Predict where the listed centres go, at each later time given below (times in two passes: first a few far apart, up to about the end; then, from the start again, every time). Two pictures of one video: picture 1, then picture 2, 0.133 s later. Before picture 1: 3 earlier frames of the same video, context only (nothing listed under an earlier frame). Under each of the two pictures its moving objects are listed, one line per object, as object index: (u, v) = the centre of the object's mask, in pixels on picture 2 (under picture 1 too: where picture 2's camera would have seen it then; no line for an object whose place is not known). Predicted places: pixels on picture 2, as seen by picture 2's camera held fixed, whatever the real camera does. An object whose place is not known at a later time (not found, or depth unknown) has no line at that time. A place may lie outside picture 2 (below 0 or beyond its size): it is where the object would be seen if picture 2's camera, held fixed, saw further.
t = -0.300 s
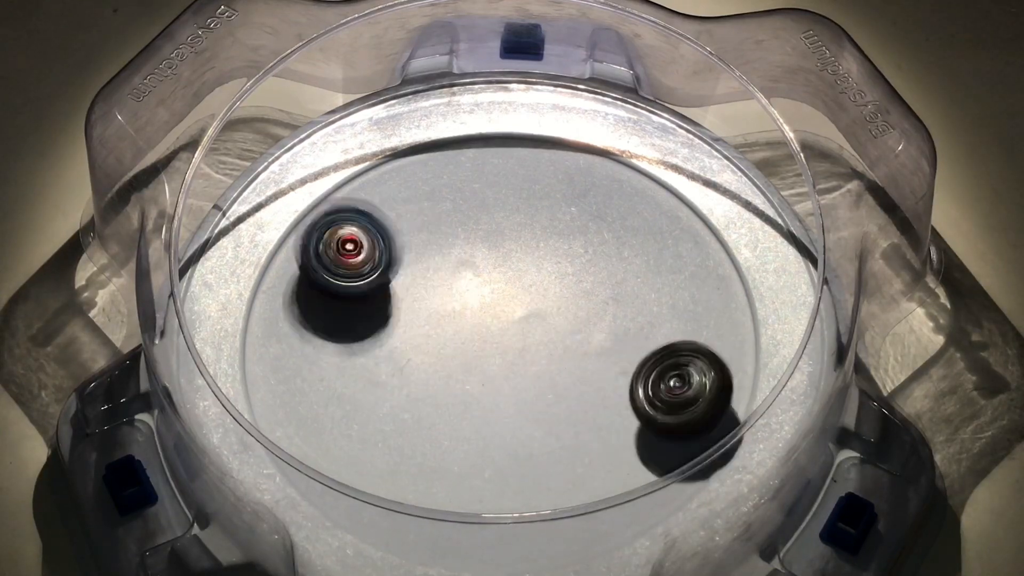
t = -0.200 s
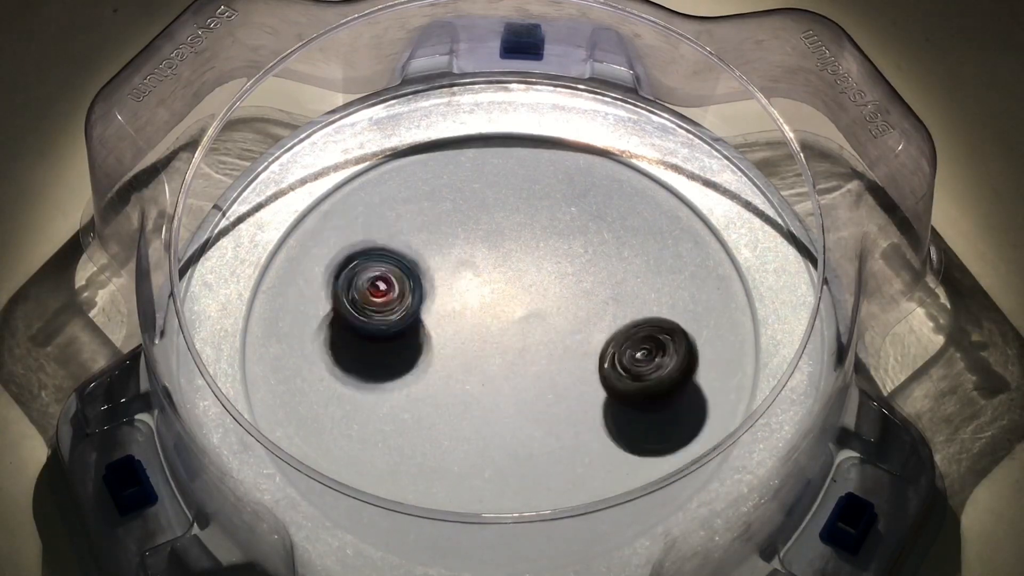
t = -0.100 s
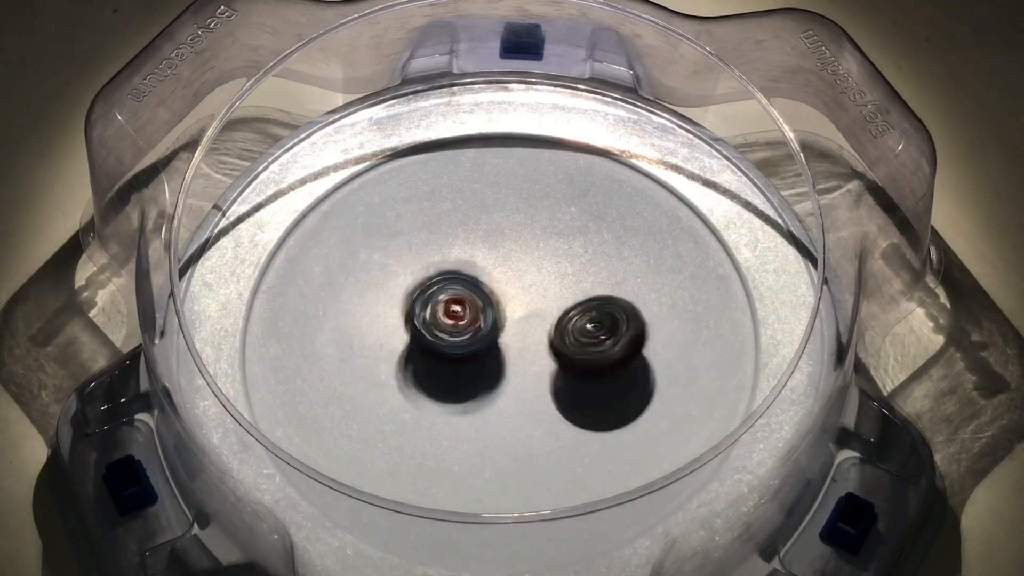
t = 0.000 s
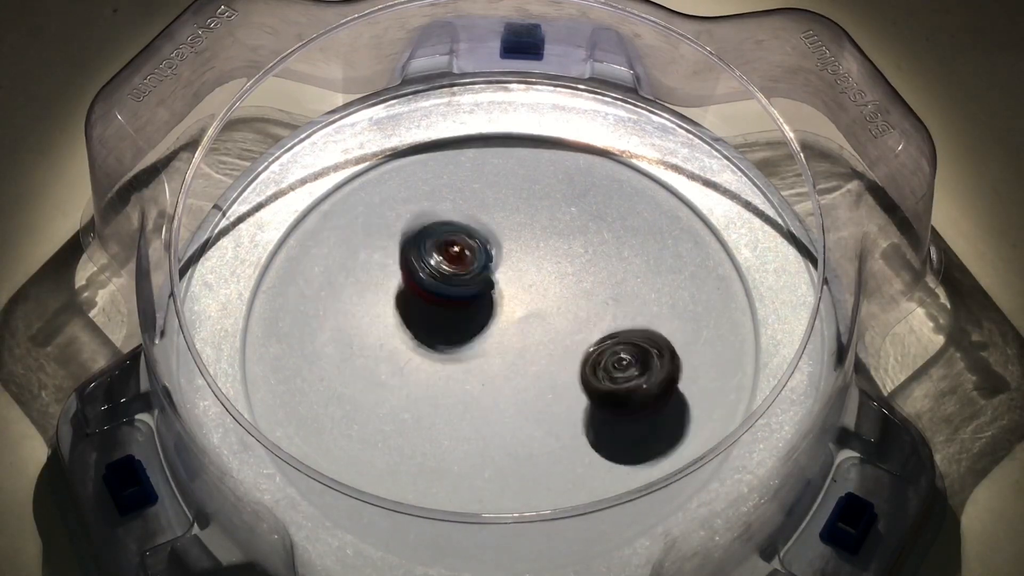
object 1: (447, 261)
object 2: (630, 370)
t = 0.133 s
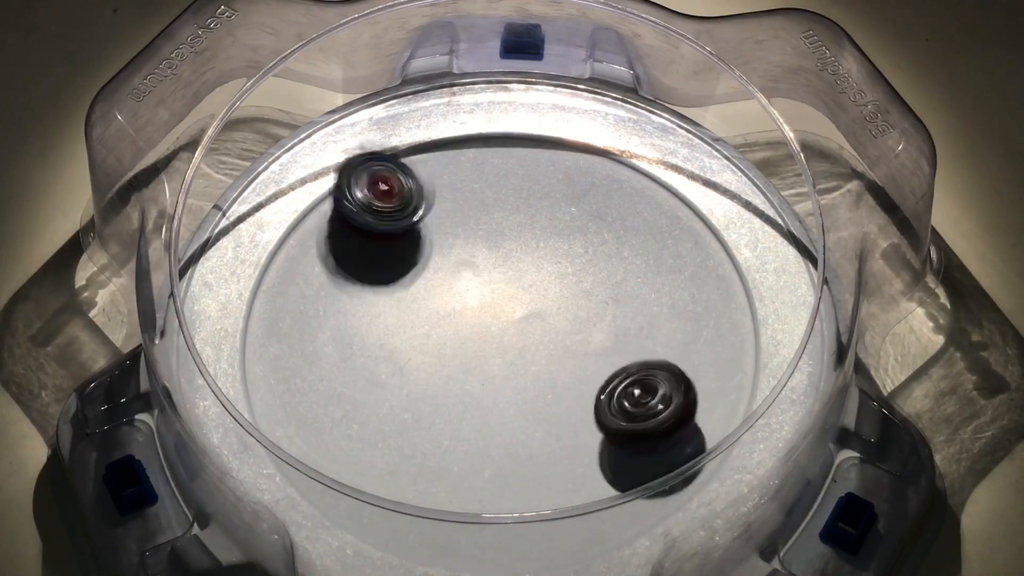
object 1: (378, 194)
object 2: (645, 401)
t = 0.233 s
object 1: (339, 178)
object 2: (622, 399)
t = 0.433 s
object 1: (385, 259)
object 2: (535, 373)
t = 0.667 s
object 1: (486, 139)
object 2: (442, 499)
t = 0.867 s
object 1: (516, 186)
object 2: (448, 484)
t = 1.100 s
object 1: (565, 326)
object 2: (454, 381)
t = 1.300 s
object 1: (580, 421)
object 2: (474, 286)
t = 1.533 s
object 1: (500, 478)
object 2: (527, 238)
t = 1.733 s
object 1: (398, 457)
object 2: (552, 265)
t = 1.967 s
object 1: (359, 355)
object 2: (546, 346)
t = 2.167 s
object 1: (413, 275)
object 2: (492, 392)
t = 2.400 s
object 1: (528, 250)
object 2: (437, 380)
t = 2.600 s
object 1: (607, 298)
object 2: (431, 333)
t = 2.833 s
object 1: (603, 392)
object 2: (478, 292)
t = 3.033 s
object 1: (515, 437)
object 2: (524, 298)
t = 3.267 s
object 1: (413, 392)
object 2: (540, 340)
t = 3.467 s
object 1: (400, 313)
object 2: (508, 368)
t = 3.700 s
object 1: (476, 252)
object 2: (460, 356)
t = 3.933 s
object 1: (570, 276)
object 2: (459, 314)
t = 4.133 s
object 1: (594, 349)
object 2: (495, 301)
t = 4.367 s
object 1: (525, 415)
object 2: (519, 316)
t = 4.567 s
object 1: (409, 424)
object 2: (546, 307)
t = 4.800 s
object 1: (389, 339)
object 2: (542, 302)
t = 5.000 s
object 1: (420, 268)
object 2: (533, 296)
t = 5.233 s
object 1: (465, 235)
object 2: (530, 315)
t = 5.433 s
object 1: (500, 248)
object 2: (511, 331)
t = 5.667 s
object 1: (506, 254)
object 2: (469, 319)
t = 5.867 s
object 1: (508, 253)
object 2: (463, 317)
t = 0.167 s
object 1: (362, 185)
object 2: (638, 402)
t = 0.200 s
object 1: (348, 180)
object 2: (629, 401)
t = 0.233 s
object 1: (339, 178)
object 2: (622, 399)
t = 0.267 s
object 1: (340, 194)
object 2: (611, 396)
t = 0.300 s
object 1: (345, 208)
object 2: (599, 393)
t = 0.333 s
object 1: (350, 223)
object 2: (587, 386)
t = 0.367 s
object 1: (358, 237)
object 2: (571, 382)
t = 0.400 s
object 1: (369, 250)
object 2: (553, 376)
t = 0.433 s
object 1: (385, 259)
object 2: (535, 373)
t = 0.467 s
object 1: (402, 266)
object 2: (515, 366)
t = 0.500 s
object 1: (422, 271)
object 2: (496, 360)
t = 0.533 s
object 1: (444, 261)
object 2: (481, 369)
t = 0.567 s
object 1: (457, 220)
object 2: (467, 410)
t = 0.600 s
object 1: (469, 185)
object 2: (458, 449)
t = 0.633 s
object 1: (479, 161)
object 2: (451, 477)
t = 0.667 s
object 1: (486, 139)
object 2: (442, 499)
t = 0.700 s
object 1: (493, 129)
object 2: (436, 515)
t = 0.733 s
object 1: (498, 132)
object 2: (434, 520)
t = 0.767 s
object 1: (504, 142)
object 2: (437, 517)
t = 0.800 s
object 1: (507, 156)
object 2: (437, 509)
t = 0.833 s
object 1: (511, 169)
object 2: (440, 499)
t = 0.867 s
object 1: (516, 186)
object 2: (448, 484)
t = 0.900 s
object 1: (524, 205)
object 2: (449, 477)
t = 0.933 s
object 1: (531, 224)
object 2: (452, 465)
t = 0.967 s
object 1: (538, 246)
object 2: (455, 454)
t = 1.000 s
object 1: (544, 267)
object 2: (454, 438)
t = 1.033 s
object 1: (551, 288)
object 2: (455, 423)
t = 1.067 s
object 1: (558, 310)
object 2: (455, 402)
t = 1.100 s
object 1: (565, 326)
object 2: (454, 381)
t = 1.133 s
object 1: (571, 346)
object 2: (457, 367)
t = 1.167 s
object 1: (577, 362)
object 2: (458, 349)
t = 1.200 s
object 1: (579, 378)
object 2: (460, 331)
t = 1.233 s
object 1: (583, 393)
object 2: (465, 317)
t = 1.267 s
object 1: (582, 407)
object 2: (470, 301)
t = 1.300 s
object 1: (580, 421)
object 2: (474, 286)
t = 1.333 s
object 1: (574, 435)
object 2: (482, 274)
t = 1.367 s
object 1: (567, 446)
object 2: (489, 262)
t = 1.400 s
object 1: (558, 457)
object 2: (495, 253)
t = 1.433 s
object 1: (546, 467)
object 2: (506, 247)
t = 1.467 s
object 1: (532, 472)
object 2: (512, 239)
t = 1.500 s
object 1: (517, 476)
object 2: (519, 239)
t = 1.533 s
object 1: (500, 478)
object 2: (527, 238)
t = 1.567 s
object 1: (483, 479)
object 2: (530, 238)
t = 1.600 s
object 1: (465, 478)
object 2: (536, 244)
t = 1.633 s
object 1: (447, 475)
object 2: (542, 245)
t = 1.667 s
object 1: (429, 470)
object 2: (545, 252)
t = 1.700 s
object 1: (412, 464)
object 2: (550, 260)
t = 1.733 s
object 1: (398, 457)
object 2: (552, 265)
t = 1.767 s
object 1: (385, 446)
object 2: (553, 276)
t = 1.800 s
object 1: (374, 432)
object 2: (557, 285)
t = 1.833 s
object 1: (367, 417)
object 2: (555, 298)
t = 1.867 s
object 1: (361, 402)
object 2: (554, 310)
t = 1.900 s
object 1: (358, 387)
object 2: (553, 322)
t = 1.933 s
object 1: (358, 371)
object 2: (548, 336)
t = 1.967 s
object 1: (359, 355)
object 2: (546, 346)
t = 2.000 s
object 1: (364, 340)
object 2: (537, 357)
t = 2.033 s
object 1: (370, 325)
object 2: (529, 364)
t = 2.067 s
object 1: (378, 310)
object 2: (522, 373)
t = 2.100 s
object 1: (389, 299)
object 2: (511, 383)
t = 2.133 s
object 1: (401, 286)
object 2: (504, 389)
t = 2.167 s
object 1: (413, 275)
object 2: (492, 392)
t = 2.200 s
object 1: (427, 269)
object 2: (482, 396)
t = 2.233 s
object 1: (443, 259)
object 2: (473, 396)
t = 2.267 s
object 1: (461, 256)
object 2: (462, 395)
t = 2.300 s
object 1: (479, 252)
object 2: (457, 394)
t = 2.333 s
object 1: (494, 249)
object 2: (448, 384)
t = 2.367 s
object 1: (511, 249)
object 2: (442, 386)
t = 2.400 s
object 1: (528, 250)
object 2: (437, 380)
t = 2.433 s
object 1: (543, 255)
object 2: (432, 374)
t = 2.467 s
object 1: (559, 260)
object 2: (431, 367)
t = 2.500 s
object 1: (573, 268)
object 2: (428, 359)
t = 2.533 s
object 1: (585, 277)
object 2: (430, 351)
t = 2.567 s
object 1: (597, 287)
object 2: (429, 339)
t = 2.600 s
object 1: (607, 298)
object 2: (431, 333)
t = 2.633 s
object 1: (613, 312)
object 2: (435, 323)
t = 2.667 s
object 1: (618, 323)
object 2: (439, 316)
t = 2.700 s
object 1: (618, 339)
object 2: (447, 310)
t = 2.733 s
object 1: (619, 353)
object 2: (451, 304)
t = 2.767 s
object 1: (618, 367)
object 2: (462, 301)
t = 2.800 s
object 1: (611, 380)
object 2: (469, 294)
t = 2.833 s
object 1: (603, 392)
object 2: (478, 292)
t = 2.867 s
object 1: (593, 404)
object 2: (488, 289)
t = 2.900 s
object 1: (581, 414)
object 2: (496, 290)
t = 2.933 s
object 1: (567, 422)
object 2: (505, 288)
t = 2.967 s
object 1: (551, 429)
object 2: (512, 291)
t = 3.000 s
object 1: (533, 433)
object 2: (521, 294)
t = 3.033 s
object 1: (515, 437)
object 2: (524, 298)
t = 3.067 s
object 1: (499, 437)
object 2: (532, 303)
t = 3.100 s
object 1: (482, 434)
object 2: (535, 305)
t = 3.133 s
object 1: (465, 429)
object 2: (538, 314)
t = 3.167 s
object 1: (449, 422)
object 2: (542, 320)
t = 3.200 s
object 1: (435, 413)
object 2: (542, 326)
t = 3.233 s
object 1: (423, 404)
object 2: (543, 332)
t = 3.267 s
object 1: (413, 392)
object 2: (540, 340)
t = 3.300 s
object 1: (404, 379)
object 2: (539, 344)
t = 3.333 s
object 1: (400, 367)
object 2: (533, 352)
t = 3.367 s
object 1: (396, 354)
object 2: (531, 356)
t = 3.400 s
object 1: (396, 341)
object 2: (523, 362)
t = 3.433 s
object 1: (397, 326)
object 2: (518, 365)
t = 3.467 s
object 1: (400, 313)
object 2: (508, 368)
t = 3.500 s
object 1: (407, 299)
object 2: (502, 370)
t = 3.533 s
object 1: (414, 287)
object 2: (493, 368)
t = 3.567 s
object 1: (424, 279)
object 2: (485, 369)
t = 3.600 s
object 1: (435, 268)
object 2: (478, 367)
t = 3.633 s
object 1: (449, 261)
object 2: (470, 364)
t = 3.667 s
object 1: (463, 254)
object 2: (465, 361)
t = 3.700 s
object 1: (476, 252)
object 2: (460, 356)
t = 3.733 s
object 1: (491, 250)
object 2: (456, 350)
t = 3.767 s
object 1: (506, 249)
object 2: (452, 345)
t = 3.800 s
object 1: (520, 251)
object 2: (452, 337)
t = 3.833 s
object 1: (534, 254)
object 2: (451, 333)
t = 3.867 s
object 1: (547, 262)
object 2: (453, 325)
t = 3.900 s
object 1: (560, 268)
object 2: (455, 321)
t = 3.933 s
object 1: (570, 276)
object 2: (459, 314)
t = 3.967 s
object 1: (579, 289)
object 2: (463, 312)
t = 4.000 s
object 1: (586, 299)
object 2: (470, 306)
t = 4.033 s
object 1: (592, 311)
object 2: (474, 304)
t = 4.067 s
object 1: (593, 326)
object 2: (482, 301)
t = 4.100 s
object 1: (596, 338)
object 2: (487, 302)
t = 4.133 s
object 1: (594, 349)
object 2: (495, 301)
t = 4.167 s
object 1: (590, 361)
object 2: (500, 304)
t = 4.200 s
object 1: (583, 373)
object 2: (507, 305)
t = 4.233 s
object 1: (575, 387)
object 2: (510, 306)
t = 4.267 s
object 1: (566, 397)
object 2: (514, 307)
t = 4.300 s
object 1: (553, 406)
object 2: (516, 309)
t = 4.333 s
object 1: (540, 412)
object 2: (519, 313)
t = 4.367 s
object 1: (525, 415)
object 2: (519, 316)
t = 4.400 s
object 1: (512, 418)
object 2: (519, 321)
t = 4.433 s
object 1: (495, 420)
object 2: (518, 324)
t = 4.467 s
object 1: (481, 418)
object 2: (518, 327)
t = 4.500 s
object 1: (454, 422)
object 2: (527, 321)
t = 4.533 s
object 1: (429, 425)
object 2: (538, 308)
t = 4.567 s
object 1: (409, 424)
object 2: (546, 307)
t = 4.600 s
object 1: (395, 418)
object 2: (546, 306)
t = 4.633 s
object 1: (387, 409)
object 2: (547, 305)
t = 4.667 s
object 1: (383, 397)
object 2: (543, 307)
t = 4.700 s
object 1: (382, 385)
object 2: (541, 303)
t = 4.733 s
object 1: (383, 373)
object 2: (541, 299)
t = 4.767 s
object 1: (385, 354)
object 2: (543, 299)
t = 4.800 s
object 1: (389, 339)
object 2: (542, 302)
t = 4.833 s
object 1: (393, 325)
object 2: (537, 299)
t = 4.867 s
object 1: (397, 309)
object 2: (538, 298)
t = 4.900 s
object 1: (403, 296)
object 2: (536, 297)
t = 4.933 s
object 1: (409, 286)
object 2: (537, 295)
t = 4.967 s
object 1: (412, 273)
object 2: (534, 295)
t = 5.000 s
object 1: (420, 268)
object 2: (533, 296)
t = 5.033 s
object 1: (425, 258)
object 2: (530, 297)
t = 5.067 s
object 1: (432, 255)
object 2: (527, 293)
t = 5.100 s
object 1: (440, 253)
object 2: (531, 290)
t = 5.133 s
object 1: (446, 247)
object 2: (532, 302)
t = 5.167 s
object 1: (451, 241)
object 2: (535, 308)
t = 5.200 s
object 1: (458, 237)
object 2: (534, 314)
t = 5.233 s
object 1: (465, 235)
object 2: (530, 315)
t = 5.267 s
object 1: (471, 234)
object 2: (529, 318)
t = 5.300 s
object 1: (475, 235)
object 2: (526, 325)
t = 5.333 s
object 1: (483, 239)
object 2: (523, 327)
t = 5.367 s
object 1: (490, 242)
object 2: (519, 330)
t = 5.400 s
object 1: (495, 248)
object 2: (514, 330)
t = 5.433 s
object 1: (500, 248)
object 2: (511, 331)
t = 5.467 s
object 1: (505, 248)
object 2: (503, 332)
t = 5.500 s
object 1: (504, 248)
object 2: (497, 332)
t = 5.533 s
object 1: (507, 251)
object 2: (491, 332)
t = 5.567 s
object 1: (507, 253)
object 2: (484, 330)
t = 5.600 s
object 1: (508, 254)
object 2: (479, 329)
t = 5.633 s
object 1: (507, 254)
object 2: (473, 326)
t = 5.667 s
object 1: (506, 254)
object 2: (469, 319)
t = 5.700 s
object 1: (505, 253)
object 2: (468, 320)
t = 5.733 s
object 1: (507, 252)
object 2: (465, 316)
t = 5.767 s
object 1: (509, 253)
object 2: (464, 314)
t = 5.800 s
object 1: (509, 253)
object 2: (464, 315)
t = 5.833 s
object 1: (509, 253)
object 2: (463, 314)
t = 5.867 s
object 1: (508, 253)
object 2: (463, 317)
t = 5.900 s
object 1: (506, 253)
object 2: (460, 320)
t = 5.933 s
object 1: (506, 254)
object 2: (459, 320)
